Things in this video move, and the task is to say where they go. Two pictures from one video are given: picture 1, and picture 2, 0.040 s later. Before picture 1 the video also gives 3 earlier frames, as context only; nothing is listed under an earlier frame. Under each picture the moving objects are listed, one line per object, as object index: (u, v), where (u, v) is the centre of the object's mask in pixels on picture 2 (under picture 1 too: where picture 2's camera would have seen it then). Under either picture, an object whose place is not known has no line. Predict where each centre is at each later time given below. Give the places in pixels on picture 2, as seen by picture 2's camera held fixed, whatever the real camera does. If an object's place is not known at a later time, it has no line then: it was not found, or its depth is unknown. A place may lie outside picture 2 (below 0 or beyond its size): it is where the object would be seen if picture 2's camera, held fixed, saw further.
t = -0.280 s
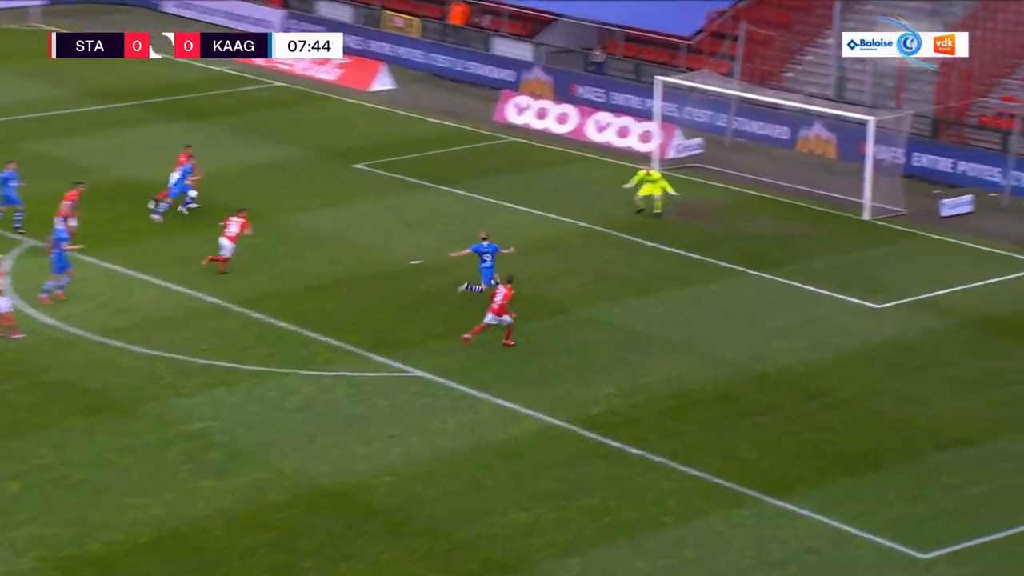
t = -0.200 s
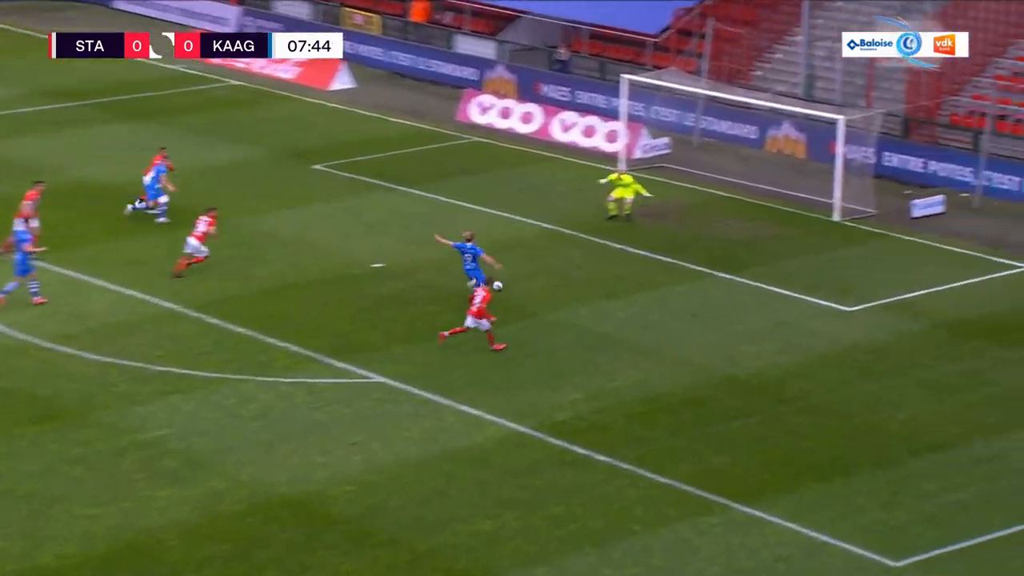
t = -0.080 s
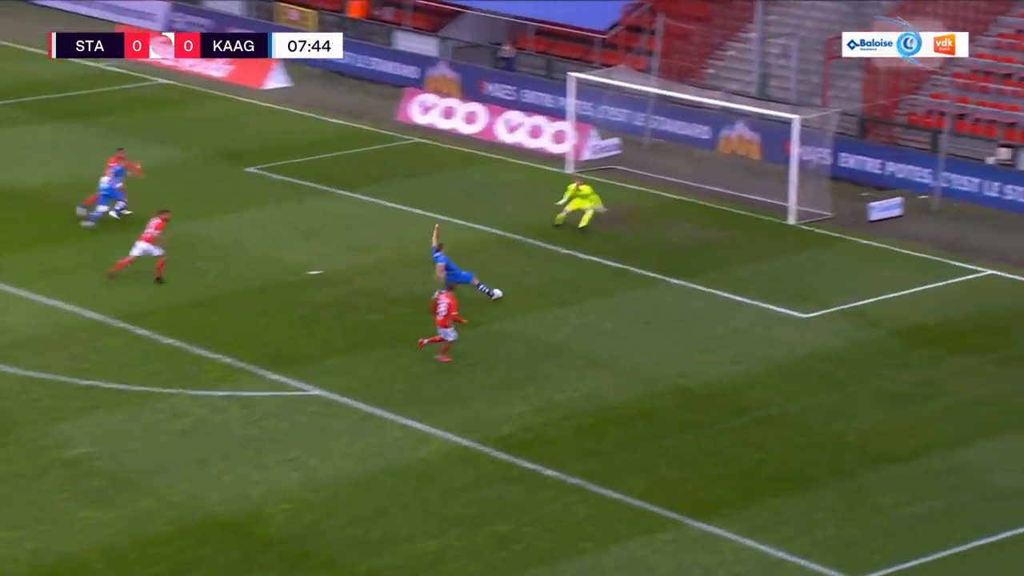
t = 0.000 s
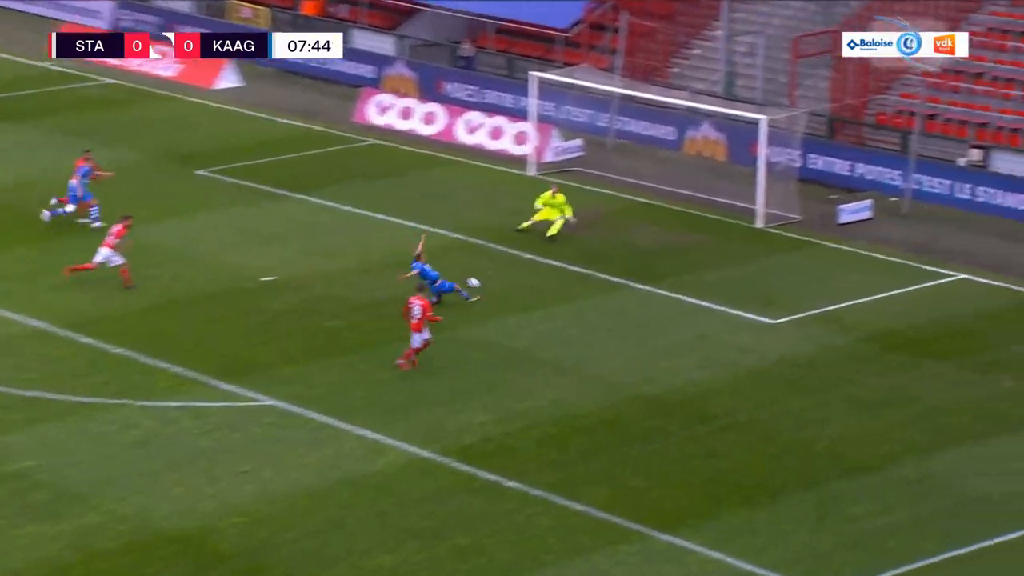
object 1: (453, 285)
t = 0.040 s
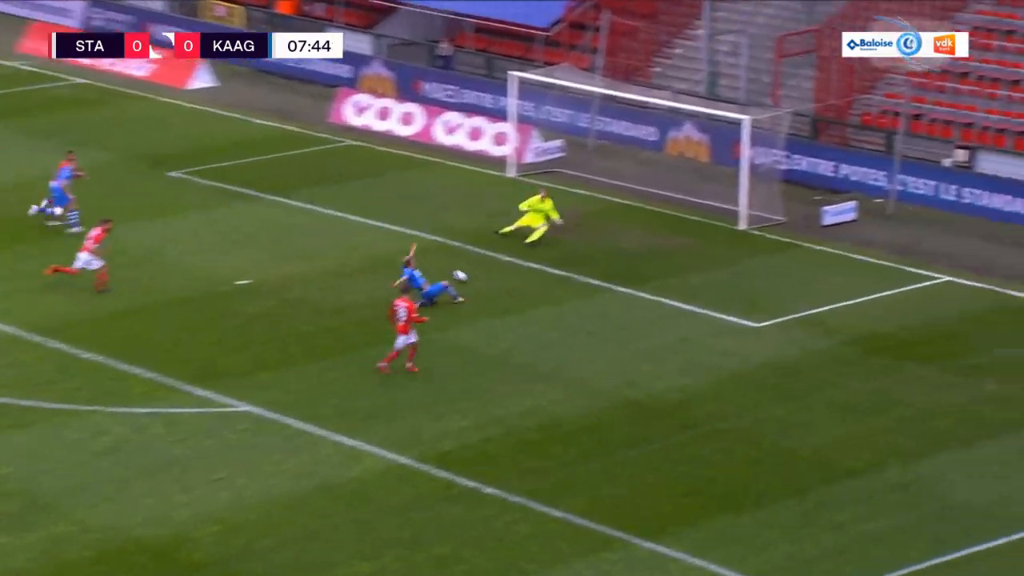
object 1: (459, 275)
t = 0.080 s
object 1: (466, 266)
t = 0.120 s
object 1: (472, 260)
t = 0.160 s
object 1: (477, 250)
